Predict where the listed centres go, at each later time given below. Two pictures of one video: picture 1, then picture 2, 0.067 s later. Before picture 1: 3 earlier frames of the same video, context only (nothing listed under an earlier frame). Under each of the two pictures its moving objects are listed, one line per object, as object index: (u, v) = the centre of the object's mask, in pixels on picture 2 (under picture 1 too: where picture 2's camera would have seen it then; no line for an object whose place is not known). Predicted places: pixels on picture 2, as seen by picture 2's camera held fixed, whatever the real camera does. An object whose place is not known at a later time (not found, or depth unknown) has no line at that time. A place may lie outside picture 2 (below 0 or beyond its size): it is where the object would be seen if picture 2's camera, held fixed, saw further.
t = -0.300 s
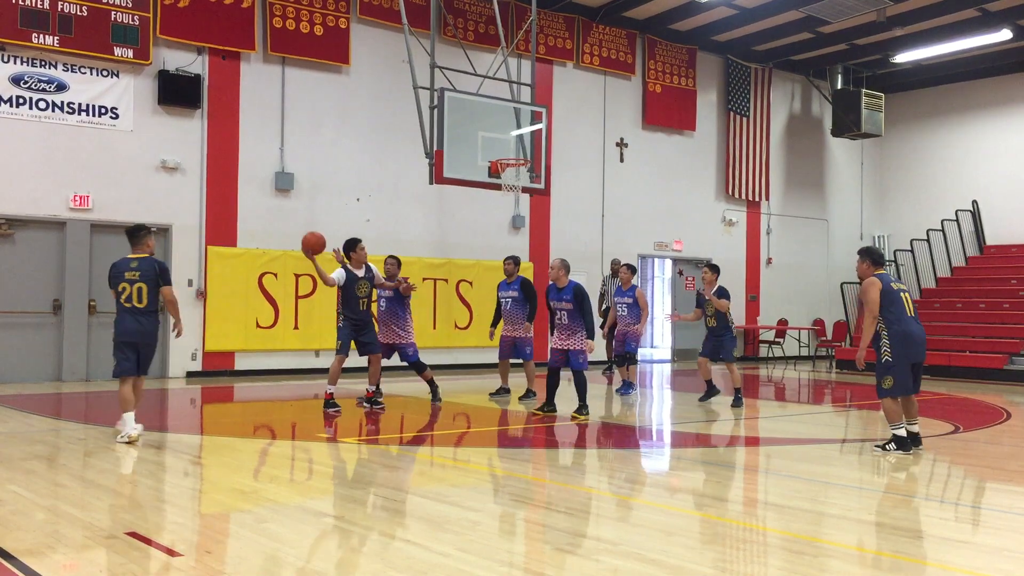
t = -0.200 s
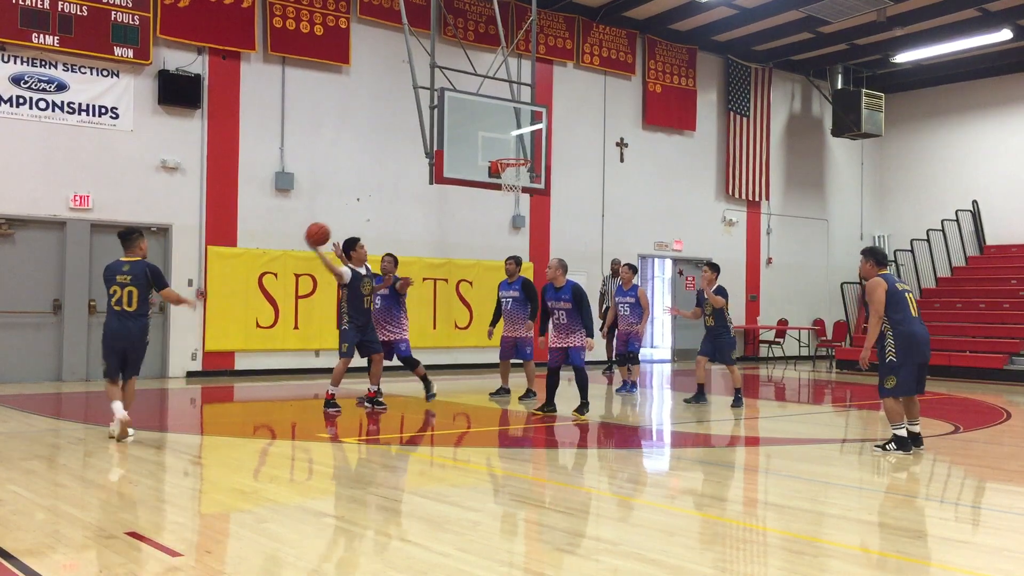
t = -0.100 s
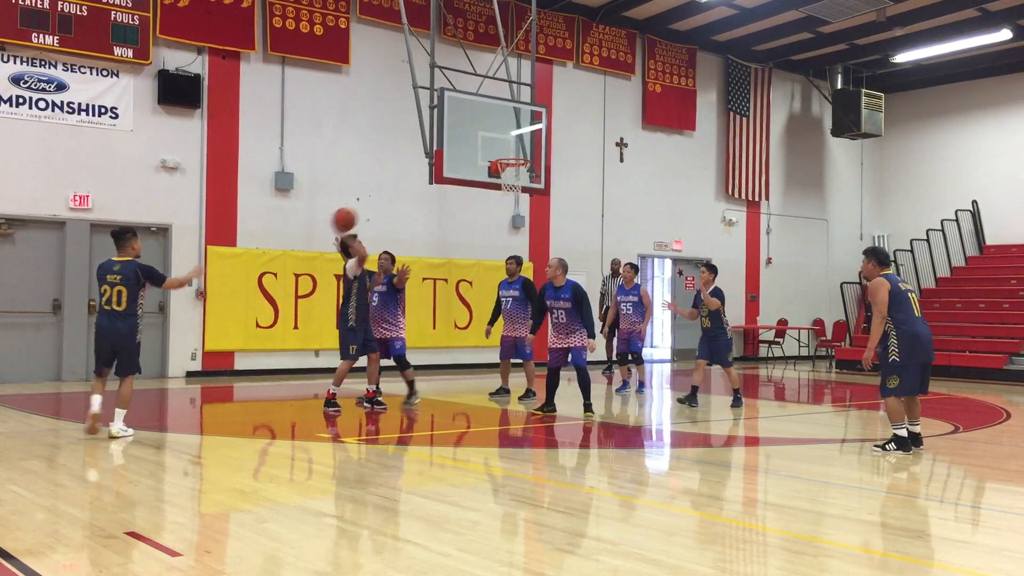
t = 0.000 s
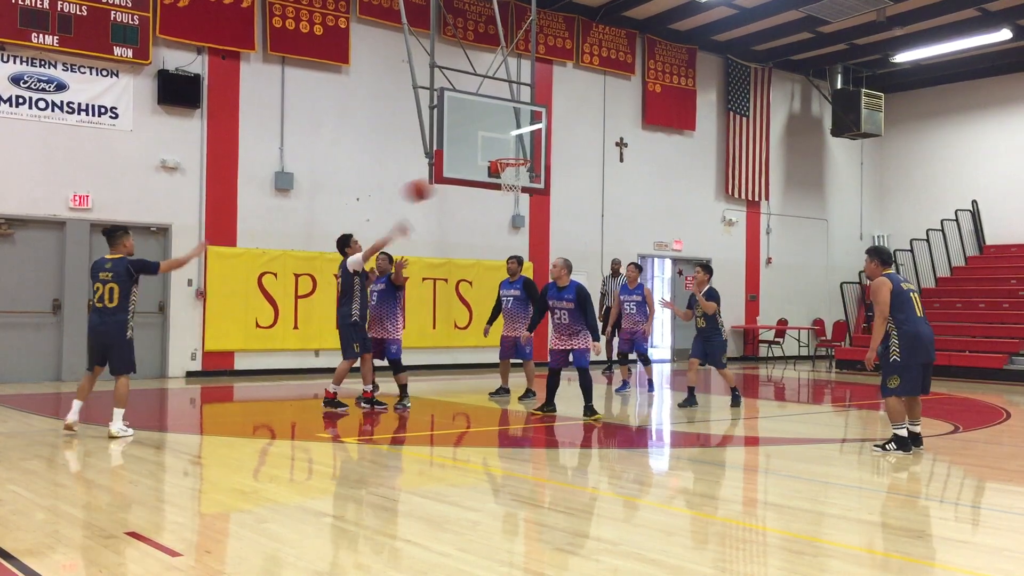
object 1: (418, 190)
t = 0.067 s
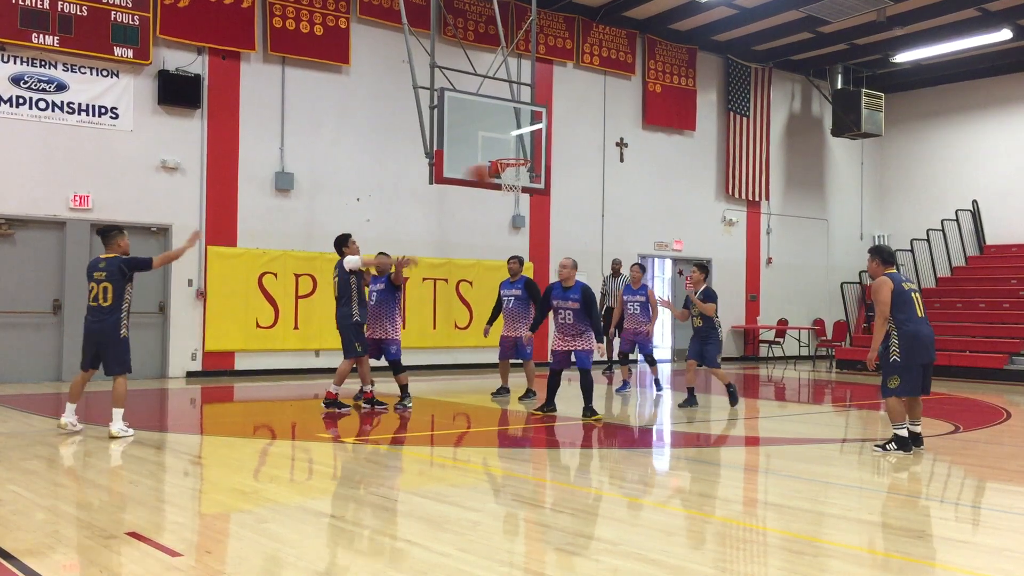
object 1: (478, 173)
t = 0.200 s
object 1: (593, 157)
